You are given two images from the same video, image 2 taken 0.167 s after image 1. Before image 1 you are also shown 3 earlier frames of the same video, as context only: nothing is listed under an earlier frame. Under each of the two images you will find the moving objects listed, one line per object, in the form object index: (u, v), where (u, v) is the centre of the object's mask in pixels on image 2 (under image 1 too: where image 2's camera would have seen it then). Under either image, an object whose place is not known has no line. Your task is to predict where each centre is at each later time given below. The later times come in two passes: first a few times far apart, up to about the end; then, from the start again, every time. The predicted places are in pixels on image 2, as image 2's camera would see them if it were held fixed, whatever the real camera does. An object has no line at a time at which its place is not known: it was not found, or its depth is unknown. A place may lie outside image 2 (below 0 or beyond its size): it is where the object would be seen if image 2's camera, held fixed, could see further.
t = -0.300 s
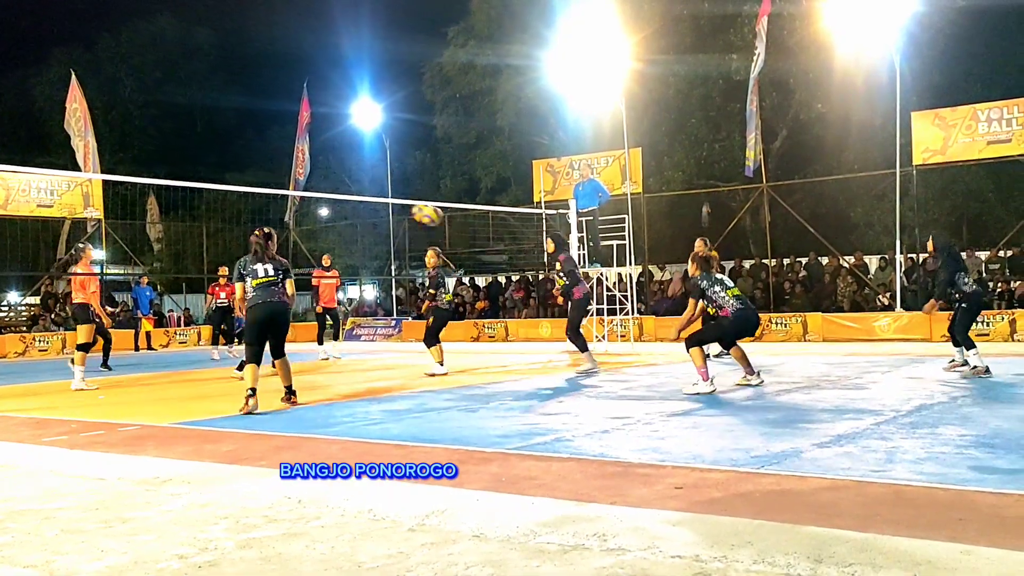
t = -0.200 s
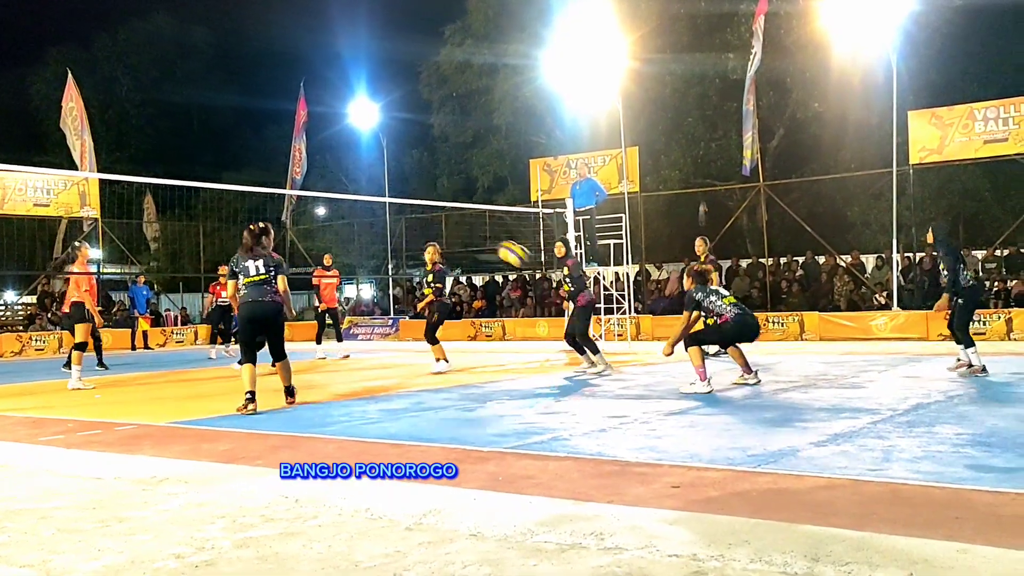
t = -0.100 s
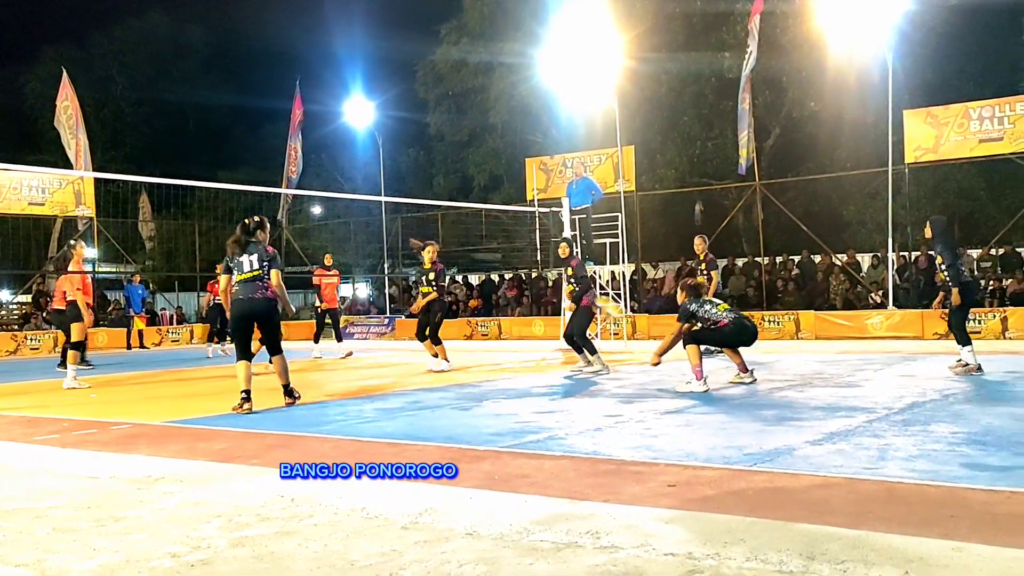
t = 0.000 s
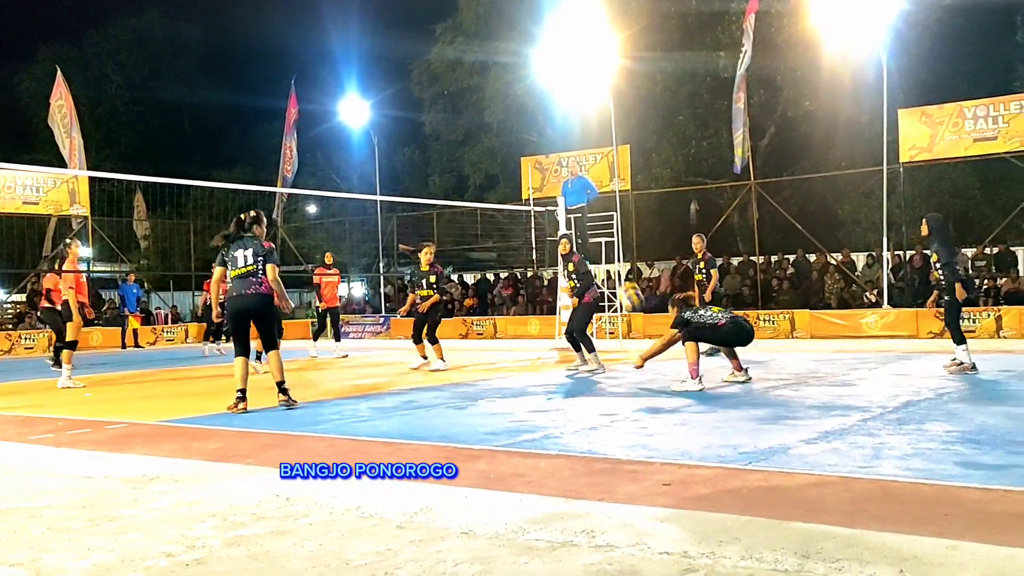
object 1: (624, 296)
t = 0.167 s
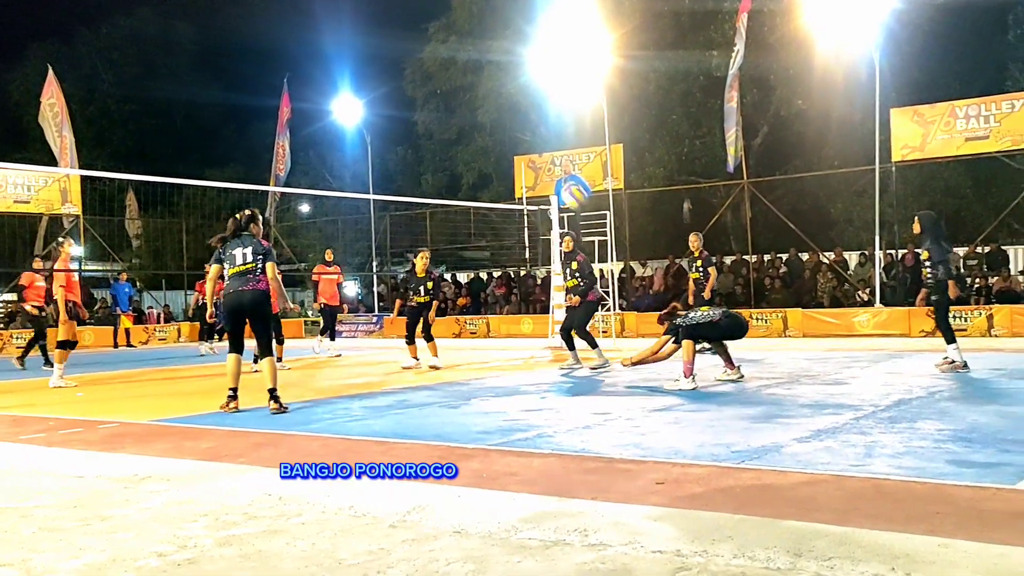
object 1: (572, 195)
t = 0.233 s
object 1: (559, 165)
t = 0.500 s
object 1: (489, 94)
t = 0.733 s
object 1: (437, 90)
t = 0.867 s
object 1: (409, 111)
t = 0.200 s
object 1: (564, 179)
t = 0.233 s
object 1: (559, 165)
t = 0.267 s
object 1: (547, 149)
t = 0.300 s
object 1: (539, 141)
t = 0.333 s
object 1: (530, 131)
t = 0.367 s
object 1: (521, 120)
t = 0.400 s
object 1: (514, 112)
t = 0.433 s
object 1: (506, 105)
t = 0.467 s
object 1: (498, 99)
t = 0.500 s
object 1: (489, 94)
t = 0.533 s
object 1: (482, 90)
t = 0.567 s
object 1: (474, 87)
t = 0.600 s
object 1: (467, 86)
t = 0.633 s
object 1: (460, 85)
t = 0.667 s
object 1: (451, 86)
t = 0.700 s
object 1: (444, 87)
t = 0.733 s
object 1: (437, 90)
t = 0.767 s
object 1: (430, 94)
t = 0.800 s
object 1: (423, 98)
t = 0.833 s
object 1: (416, 104)
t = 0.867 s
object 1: (409, 111)
